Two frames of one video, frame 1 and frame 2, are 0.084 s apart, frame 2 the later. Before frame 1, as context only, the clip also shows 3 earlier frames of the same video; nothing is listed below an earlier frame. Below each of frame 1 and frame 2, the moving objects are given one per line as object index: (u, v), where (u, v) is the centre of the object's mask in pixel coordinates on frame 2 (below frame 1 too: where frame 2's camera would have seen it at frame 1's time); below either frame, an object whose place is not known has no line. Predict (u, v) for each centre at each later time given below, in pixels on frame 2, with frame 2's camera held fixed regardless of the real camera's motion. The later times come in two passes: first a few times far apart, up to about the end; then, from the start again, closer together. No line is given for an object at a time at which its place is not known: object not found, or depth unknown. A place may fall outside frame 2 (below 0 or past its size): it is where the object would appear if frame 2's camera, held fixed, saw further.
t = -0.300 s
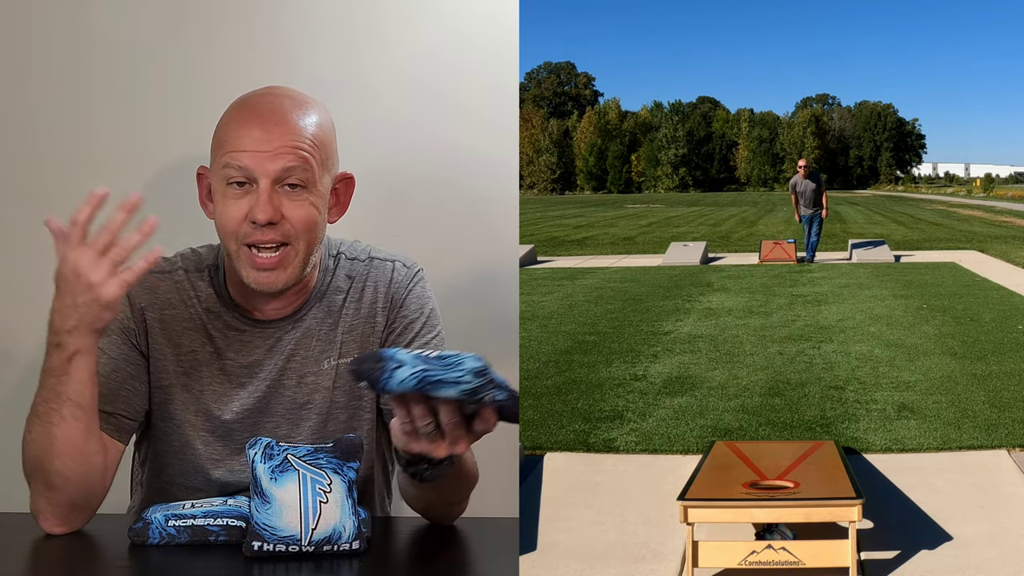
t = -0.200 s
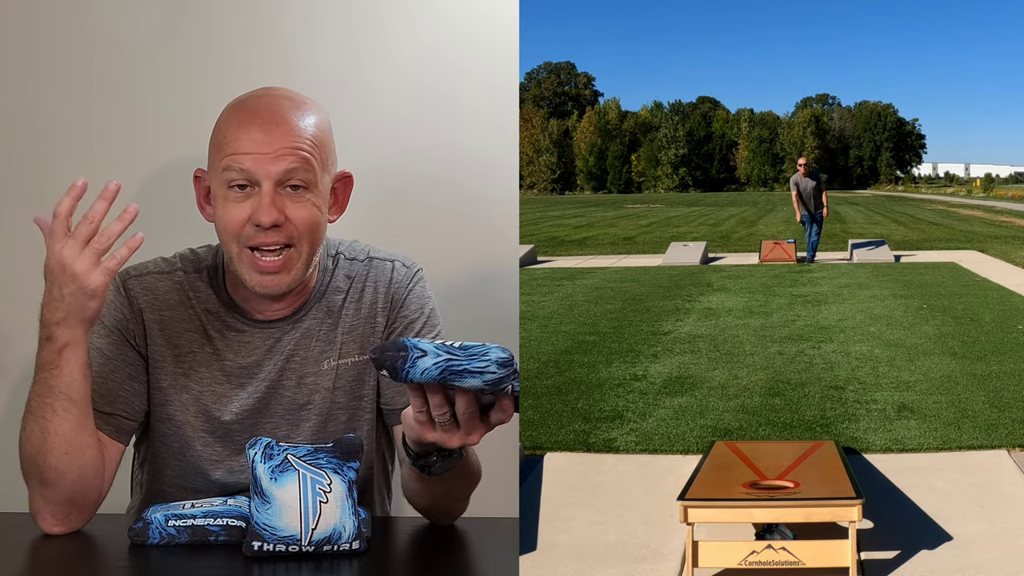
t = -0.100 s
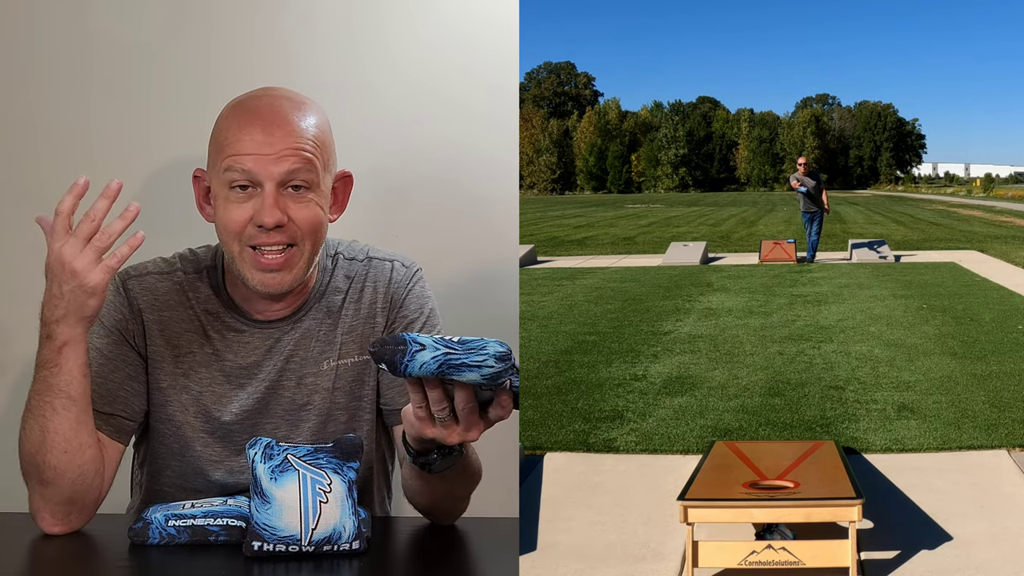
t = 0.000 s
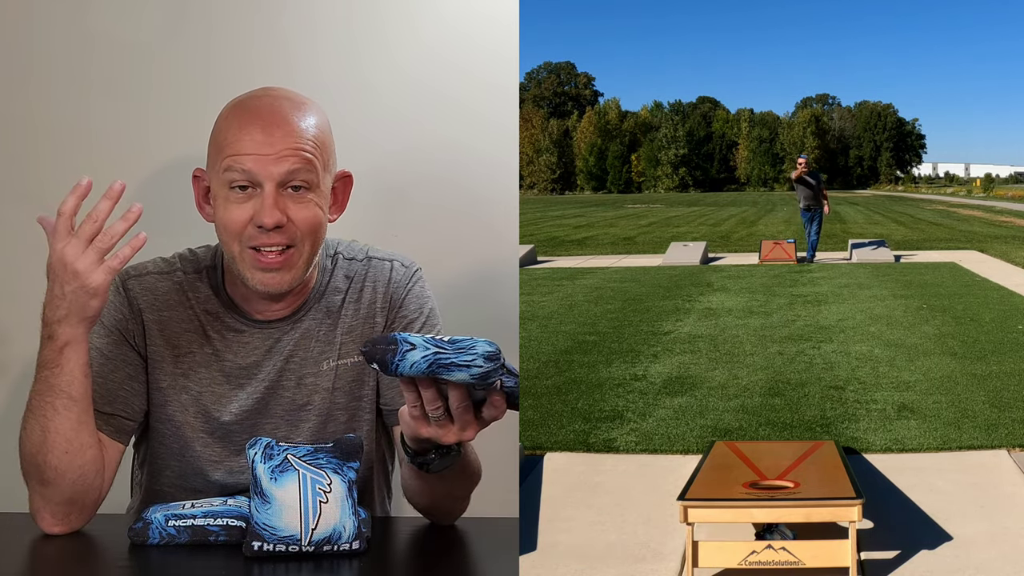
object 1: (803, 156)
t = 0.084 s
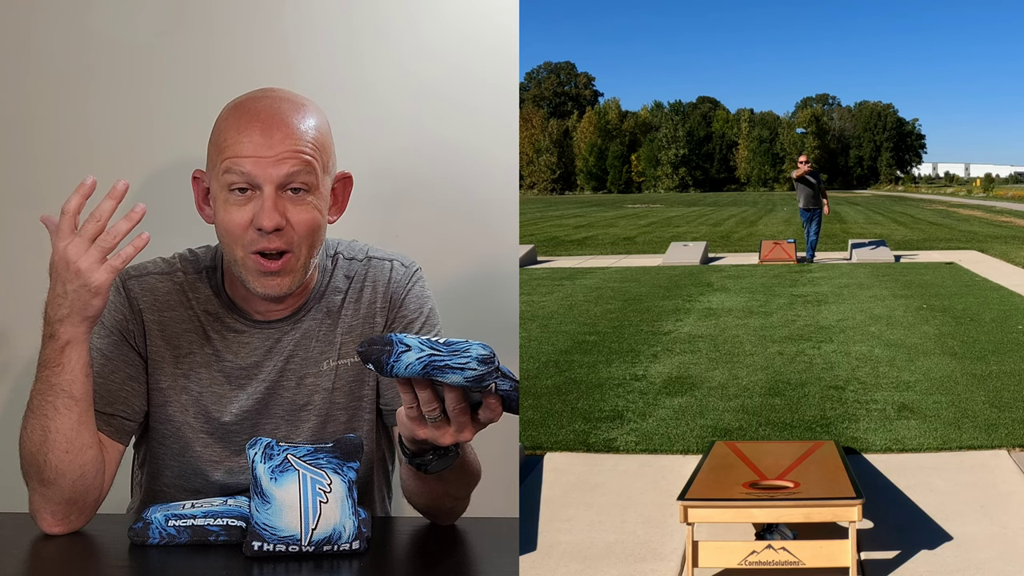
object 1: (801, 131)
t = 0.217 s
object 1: (800, 98)
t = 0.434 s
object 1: (797, 67)
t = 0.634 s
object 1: (795, 77)
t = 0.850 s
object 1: (792, 165)
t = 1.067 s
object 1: (784, 419)
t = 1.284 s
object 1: (765, 468)
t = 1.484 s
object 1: (754, 482)
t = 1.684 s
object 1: (760, 486)
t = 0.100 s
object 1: (800, 126)
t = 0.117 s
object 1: (800, 121)
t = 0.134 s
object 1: (800, 117)
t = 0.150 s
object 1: (800, 112)
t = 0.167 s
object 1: (800, 108)
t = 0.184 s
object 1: (801, 104)
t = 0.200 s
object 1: (800, 101)
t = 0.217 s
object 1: (800, 98)
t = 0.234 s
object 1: (799, 94)
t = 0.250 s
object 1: (799, 90)
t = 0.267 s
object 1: (799, 87)
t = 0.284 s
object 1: (799, 84)
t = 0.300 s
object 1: (799, 82)
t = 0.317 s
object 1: (799, 79)
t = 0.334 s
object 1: (799, 77)
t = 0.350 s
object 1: (798, 75)
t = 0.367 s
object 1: (798, 73)
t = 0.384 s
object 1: (798, 71)
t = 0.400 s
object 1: (798, 69)
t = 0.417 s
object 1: (798, 68)
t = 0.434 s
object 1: (797, 67)
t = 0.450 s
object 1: (797, 66)
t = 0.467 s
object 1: (797, 66)
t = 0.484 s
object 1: (797, 65)
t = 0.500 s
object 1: (797, 65)
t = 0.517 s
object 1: (797, 65)
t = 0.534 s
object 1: (797, 66)
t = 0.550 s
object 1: (796, 67)
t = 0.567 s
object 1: (796, 68)
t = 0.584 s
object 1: (796, 70)
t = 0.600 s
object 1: (796, 72)
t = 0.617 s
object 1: (795, 74)
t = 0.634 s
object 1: (795, 77)
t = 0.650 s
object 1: (795, 80)
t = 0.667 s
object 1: (795, 84)
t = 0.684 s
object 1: (794, 88)
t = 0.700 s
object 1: (794, 93)
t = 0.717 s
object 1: (793, 99)
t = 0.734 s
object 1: (792, 104)
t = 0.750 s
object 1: (792, 111)
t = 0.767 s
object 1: (793, 118)
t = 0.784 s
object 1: (793, 125)
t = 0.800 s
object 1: (793, 134)
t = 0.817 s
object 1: (792, 143)
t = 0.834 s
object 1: (791, 153)
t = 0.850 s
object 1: (792, 165)
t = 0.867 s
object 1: (791, 177)
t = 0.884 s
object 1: (790, 190)
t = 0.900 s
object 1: (790, 204)
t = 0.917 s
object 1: (789, 219)
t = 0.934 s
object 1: (789, 235)
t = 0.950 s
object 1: (788, 254)
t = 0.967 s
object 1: (788, 272)
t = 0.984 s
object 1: (787, 293)
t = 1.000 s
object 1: (786, 315)
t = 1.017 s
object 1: (786, 338)
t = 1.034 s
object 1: (785, 364)
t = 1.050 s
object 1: (784, 390)
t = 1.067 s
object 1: (784, 419)
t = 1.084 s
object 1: (782, 445)
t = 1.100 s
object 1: (781, 445)
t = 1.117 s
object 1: (779, 445)
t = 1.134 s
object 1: (777, 445)
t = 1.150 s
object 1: (776, 446)
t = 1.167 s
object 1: (775, 448)
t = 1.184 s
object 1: (774, 450)
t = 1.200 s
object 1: (773, 453)
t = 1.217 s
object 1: (771, 458)
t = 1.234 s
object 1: (769, 461)
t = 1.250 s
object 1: (768, 464)
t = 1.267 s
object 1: (766, 466)
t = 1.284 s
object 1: (765, 468)
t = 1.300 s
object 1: (763, 470)
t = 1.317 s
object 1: (761, 471)
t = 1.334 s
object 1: (759, 473)
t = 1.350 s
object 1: (757, 475)
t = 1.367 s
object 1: (756, 477)
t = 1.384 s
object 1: (755, 479)
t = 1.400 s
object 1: (754, 480)
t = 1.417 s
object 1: (753, 481)
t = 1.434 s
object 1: (754, 481)
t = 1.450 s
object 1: (753, 481)
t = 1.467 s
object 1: (754, 482)
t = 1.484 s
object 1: (754, 482)
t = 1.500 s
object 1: (754, 481)
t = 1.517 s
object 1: (754, 482)
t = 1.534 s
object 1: (754, 482)
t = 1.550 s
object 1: (754, 482)
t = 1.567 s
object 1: (755, 482)
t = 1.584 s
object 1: (754, 482)
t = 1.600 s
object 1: (755, 482)
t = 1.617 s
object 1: (756, 482)
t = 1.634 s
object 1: (759, 483)
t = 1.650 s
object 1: (760, 484)
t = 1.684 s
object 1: (760, 486)
